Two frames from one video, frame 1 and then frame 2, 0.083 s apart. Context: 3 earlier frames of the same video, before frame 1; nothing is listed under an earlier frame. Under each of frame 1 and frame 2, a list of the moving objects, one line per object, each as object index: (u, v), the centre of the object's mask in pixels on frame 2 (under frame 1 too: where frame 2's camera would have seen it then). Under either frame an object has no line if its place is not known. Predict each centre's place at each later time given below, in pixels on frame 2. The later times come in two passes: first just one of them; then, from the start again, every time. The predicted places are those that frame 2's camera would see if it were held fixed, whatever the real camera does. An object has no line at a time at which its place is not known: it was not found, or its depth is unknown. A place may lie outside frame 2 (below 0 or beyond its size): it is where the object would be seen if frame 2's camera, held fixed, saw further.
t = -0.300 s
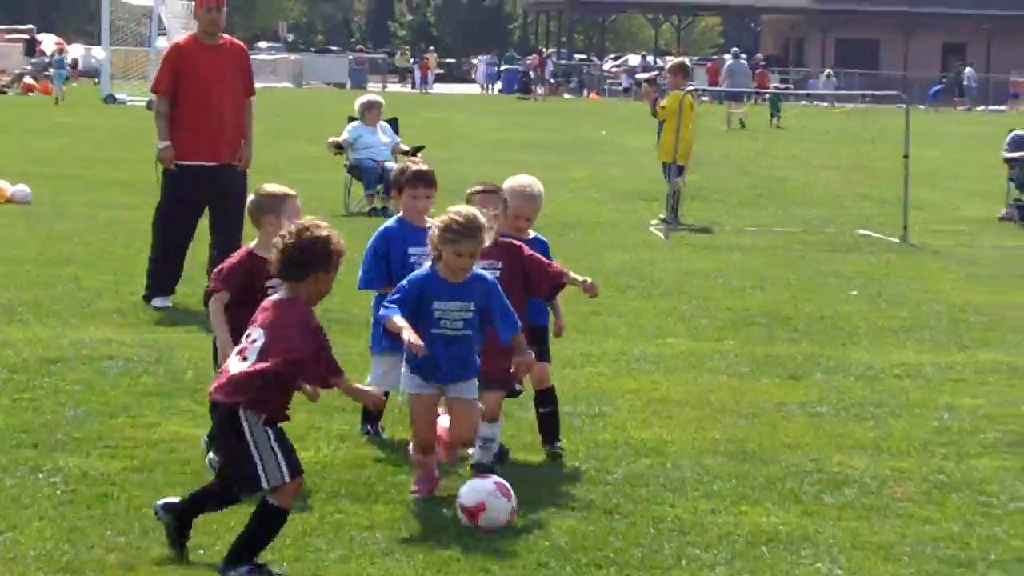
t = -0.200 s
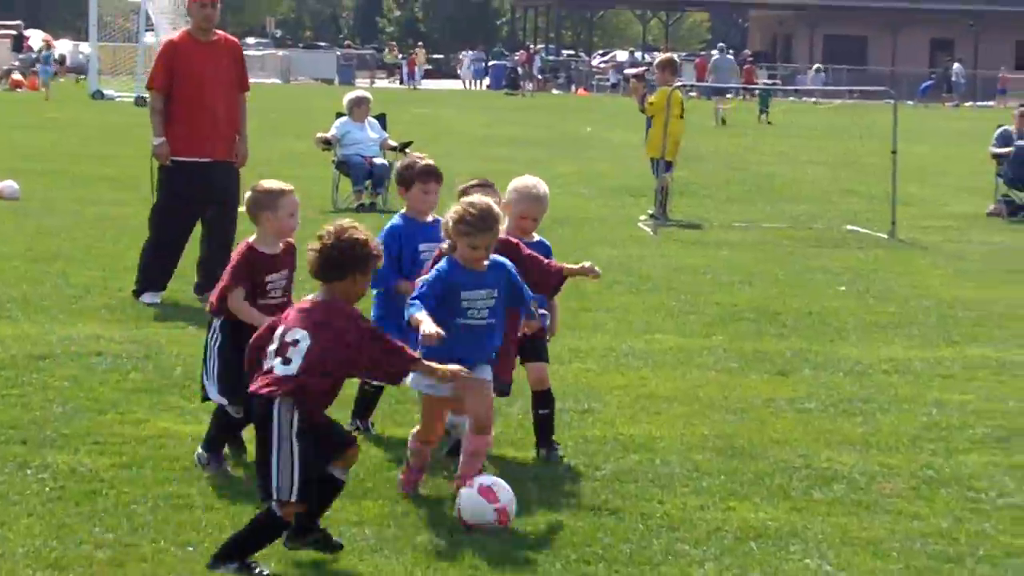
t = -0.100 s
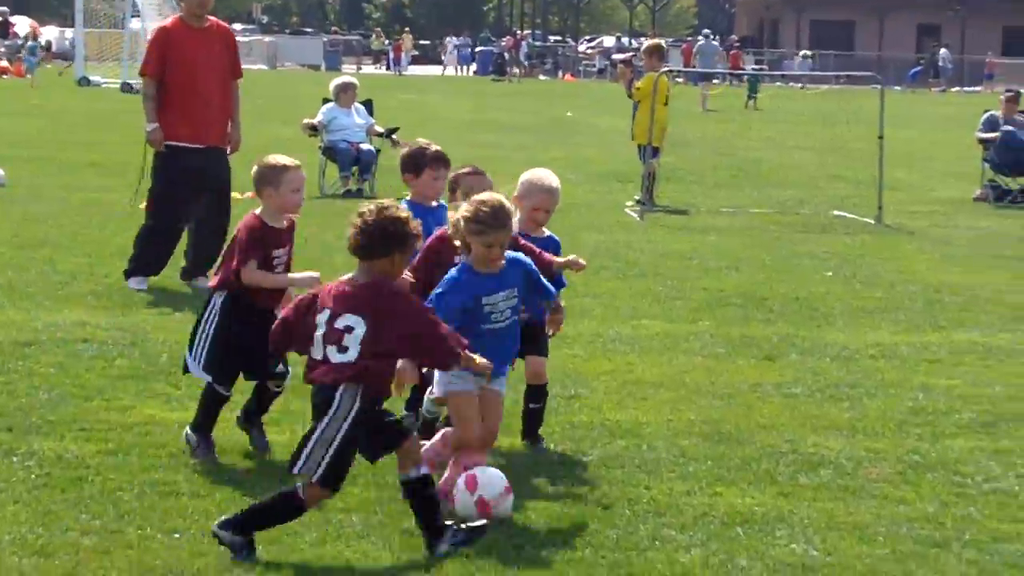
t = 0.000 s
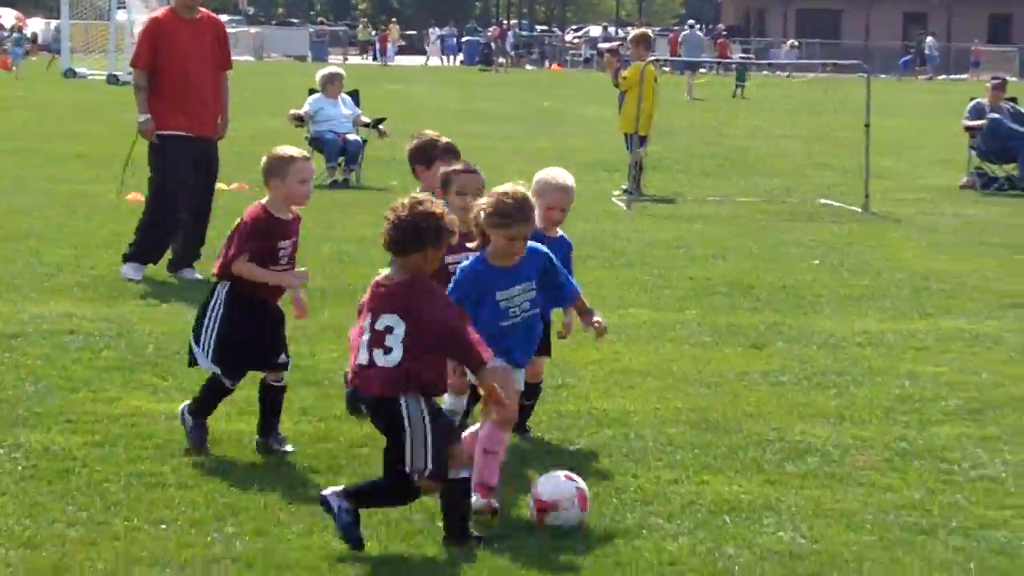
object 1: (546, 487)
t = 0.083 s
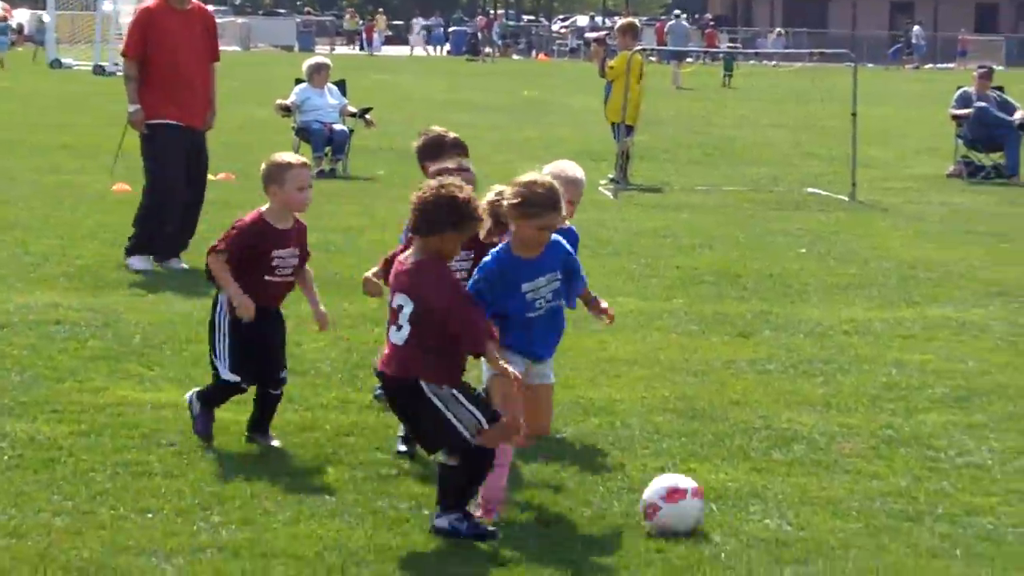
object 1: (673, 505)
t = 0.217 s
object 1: (838, 519)
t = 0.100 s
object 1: (699, 511)
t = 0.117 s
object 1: (726, 516)
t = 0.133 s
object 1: (749, 520)
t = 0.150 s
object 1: (767, 521)
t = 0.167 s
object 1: (785, 520)
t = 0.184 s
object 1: (802, 518)
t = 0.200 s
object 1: (820, 518)
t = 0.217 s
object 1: (838, 519)
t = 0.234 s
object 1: (856, 521)
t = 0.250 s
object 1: (875, 524)
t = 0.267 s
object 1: (894, 528)
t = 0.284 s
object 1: (913, 533)
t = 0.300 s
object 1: (931, 537)
